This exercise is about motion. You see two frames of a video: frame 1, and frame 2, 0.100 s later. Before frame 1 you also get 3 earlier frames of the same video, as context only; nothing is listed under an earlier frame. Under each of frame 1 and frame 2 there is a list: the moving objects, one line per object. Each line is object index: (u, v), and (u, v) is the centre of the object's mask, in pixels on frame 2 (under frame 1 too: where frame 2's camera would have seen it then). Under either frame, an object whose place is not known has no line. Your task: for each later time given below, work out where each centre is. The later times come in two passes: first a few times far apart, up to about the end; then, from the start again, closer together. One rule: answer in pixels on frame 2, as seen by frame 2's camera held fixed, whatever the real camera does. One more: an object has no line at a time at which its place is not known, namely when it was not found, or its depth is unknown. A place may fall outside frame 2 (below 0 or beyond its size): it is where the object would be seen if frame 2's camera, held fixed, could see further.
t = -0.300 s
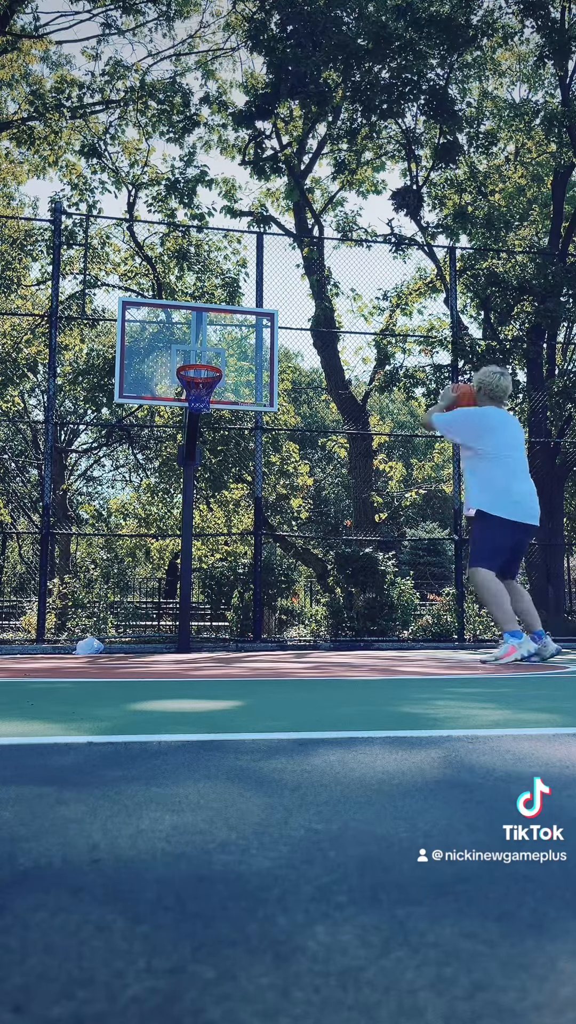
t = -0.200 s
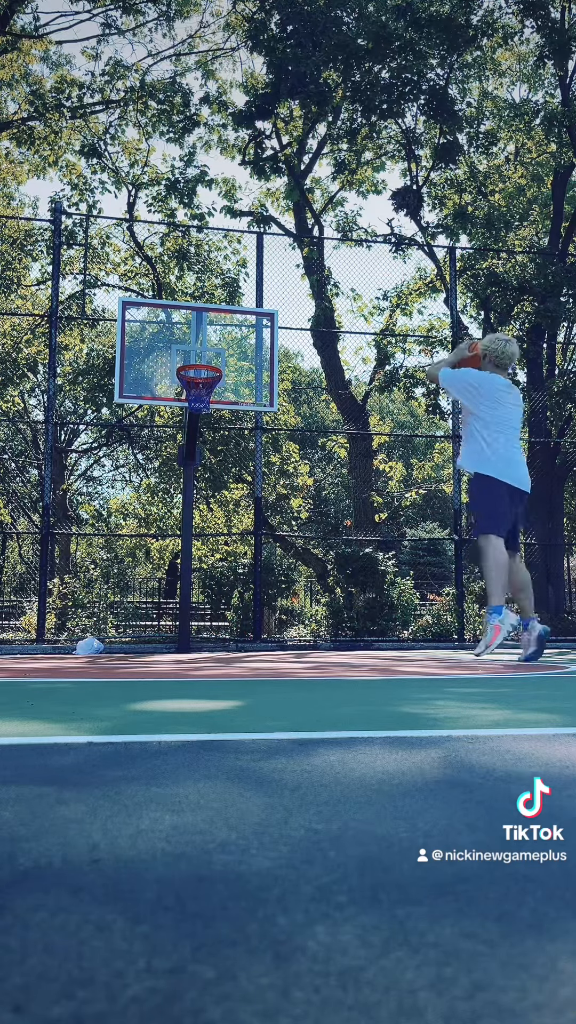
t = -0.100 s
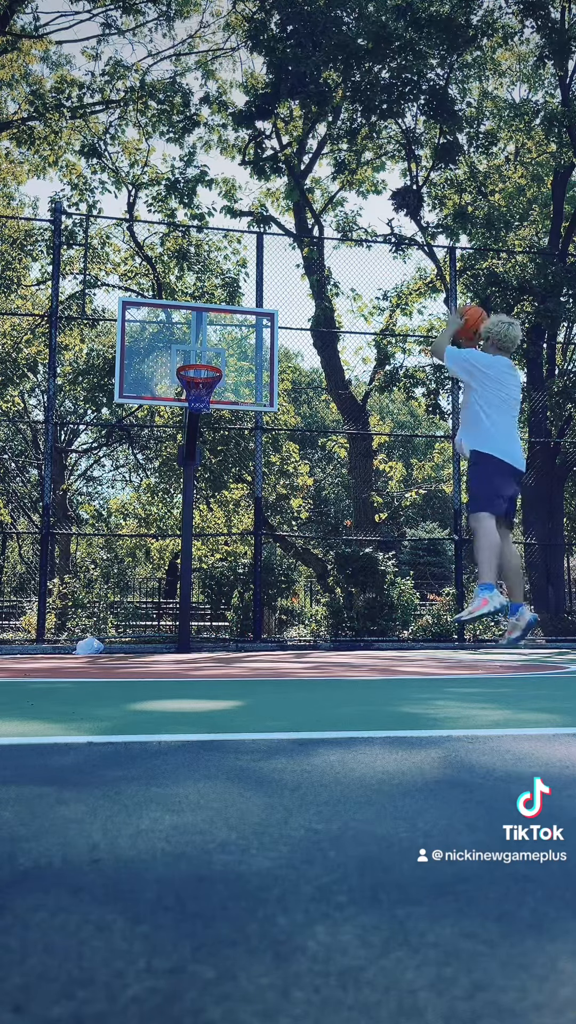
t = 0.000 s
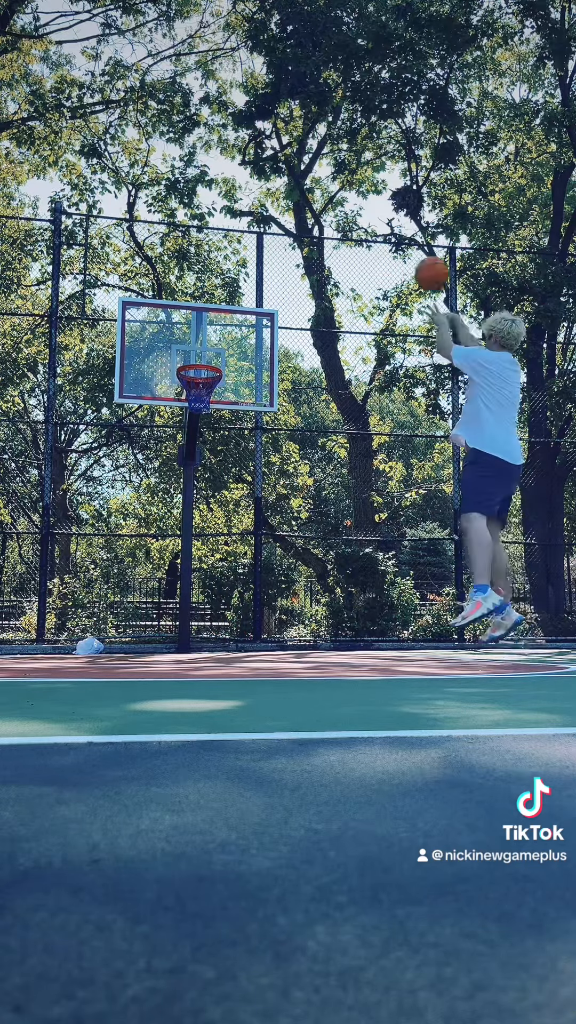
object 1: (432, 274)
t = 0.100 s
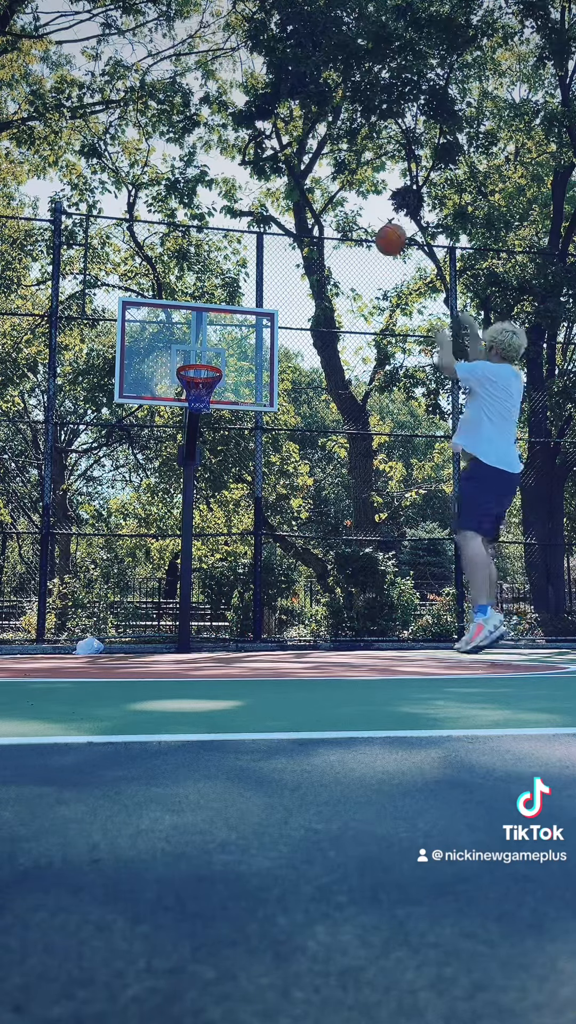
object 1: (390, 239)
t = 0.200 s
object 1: (355, 222)
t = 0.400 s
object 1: (296, 222)
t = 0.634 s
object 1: (240, 269)
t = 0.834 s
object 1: (201, 340)
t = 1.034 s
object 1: (196, 376)
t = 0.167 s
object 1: (367, 226)
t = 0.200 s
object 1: (355, 222)
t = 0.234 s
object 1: (344, 219)
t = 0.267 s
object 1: (334, 217)
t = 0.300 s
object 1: (324, 216)
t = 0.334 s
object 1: (313, 218)
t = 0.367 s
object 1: (305, 219)
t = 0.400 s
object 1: (296, 222)
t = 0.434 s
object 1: (288, 226)
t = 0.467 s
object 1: (278, 231)
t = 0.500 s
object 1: (270, 236)
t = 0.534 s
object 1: (262, 244)
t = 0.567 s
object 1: (255, 251)
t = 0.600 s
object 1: (248, 260)
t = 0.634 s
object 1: (240, 269)
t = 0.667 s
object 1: (233, 279)
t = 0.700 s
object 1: (227, 289)
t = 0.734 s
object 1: (220, 301)
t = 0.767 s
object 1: (214, 314)
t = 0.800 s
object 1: (207, 326)
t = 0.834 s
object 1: (201, 340)
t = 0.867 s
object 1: (195, 353)
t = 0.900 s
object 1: (189, 368)
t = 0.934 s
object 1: (199, 374)
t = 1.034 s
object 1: (196, 376)
